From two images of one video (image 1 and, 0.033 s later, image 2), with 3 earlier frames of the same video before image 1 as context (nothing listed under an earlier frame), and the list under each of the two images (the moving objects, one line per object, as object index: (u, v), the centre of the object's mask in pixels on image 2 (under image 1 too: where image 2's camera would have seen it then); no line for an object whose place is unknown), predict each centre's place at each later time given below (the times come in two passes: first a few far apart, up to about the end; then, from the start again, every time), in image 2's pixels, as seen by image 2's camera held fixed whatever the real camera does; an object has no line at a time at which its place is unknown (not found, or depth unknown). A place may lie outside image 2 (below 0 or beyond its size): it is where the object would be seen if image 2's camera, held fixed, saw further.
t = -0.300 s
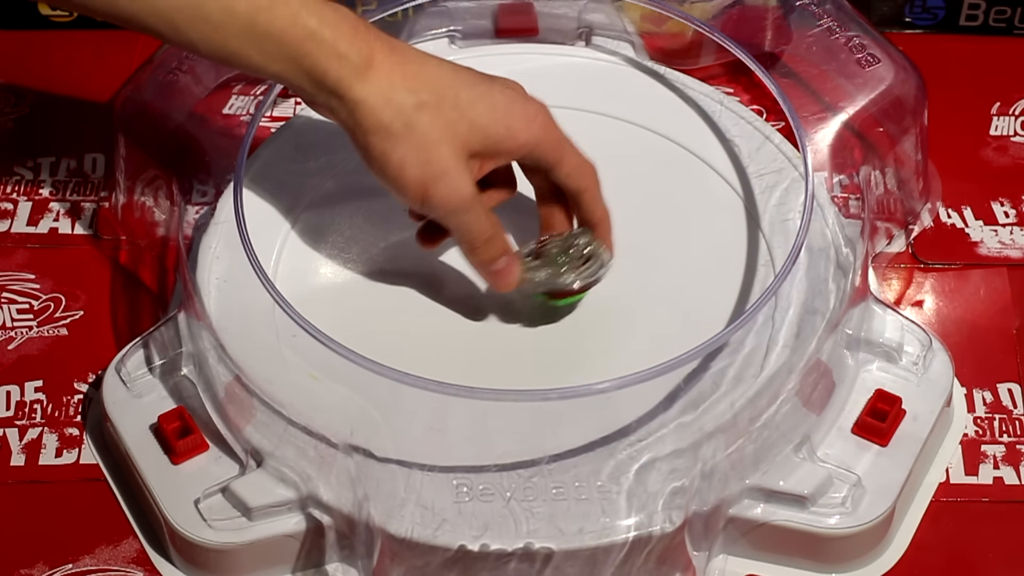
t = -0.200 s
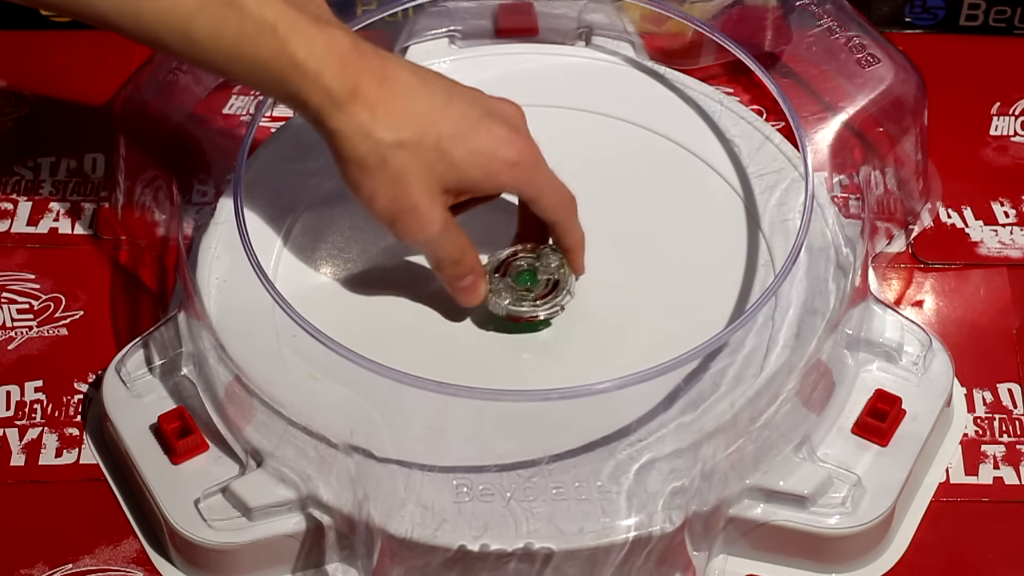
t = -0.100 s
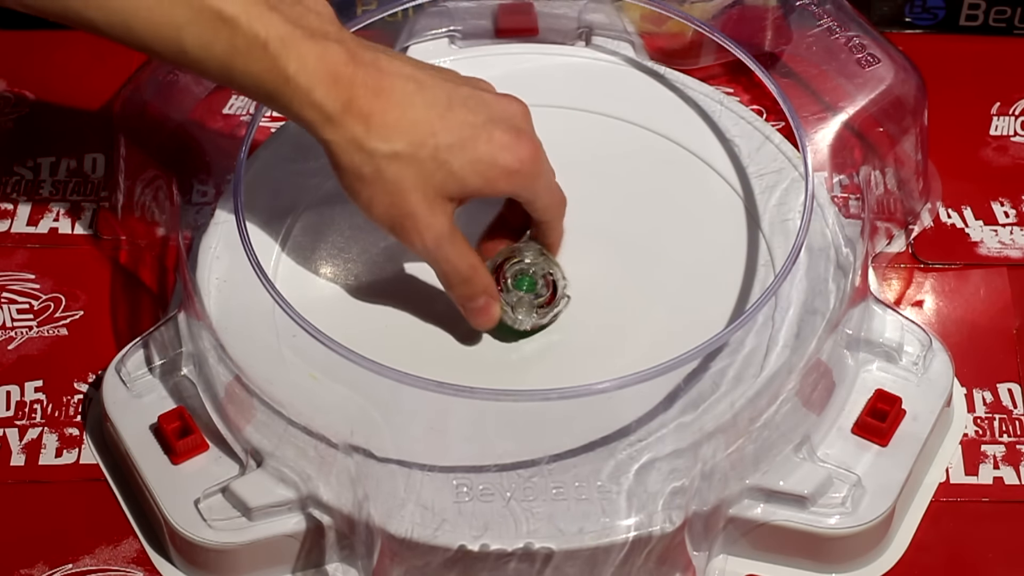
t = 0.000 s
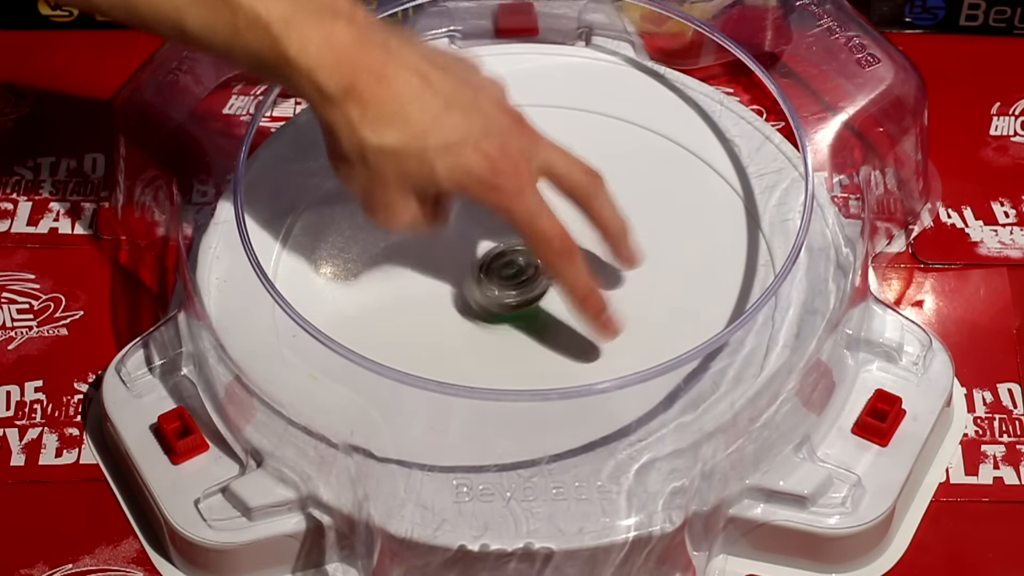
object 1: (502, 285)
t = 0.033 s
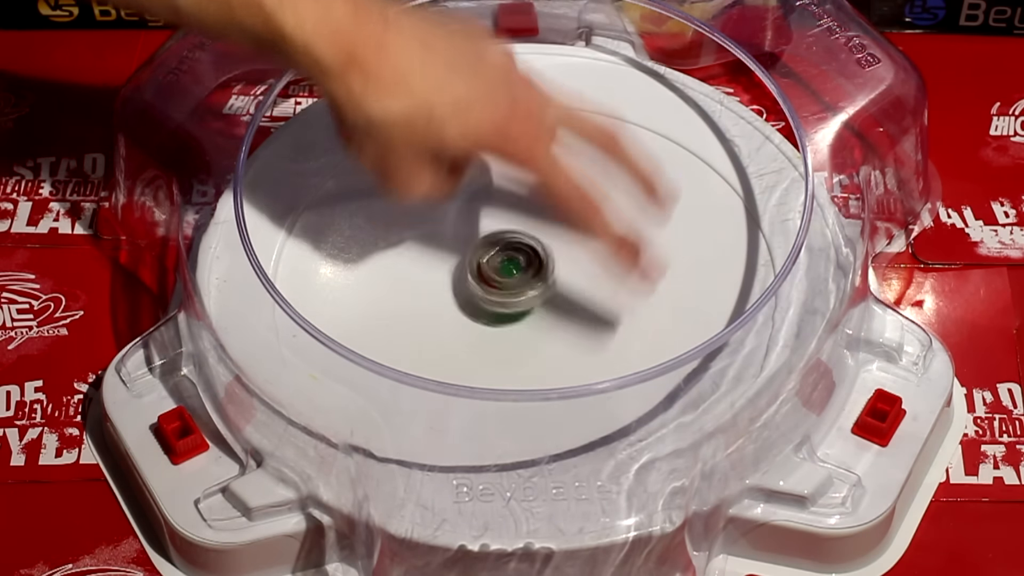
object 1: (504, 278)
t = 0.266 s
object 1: (512, 274)
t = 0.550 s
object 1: (507, 281)
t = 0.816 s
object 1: (512, 287)
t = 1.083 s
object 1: (512, 294)
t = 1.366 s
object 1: (518, 296)
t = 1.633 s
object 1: (527, 290)
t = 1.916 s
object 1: (533, 296)
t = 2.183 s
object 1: (535, 291)
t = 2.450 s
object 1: (535, 294)
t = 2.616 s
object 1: (527, 295)
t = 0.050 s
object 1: (503, 275)
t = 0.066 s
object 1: (502, 274)
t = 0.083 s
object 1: (500, 272)
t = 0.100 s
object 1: (501, 271)
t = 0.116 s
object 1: (503, 270)
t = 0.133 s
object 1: (504, 268)
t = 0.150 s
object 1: (506, 268)
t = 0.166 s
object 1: (508, 268)
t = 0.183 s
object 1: (510, 269)
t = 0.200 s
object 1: (510, 269)
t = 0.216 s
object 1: (511, 270)
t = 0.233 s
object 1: (513, 271)
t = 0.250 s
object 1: (512, 273)
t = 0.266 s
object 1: (512, 274)
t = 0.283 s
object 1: (511, 274)
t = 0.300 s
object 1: (511, 274)
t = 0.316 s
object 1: (511, 273)
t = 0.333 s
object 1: (512, 274)
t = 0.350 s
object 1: (512, 275)
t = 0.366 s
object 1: (511, 275)
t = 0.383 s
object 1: (513, 275)
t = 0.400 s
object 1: (512, 276)
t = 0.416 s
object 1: (510, 277)
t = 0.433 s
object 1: (511, 277)
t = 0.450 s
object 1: (511, 278)
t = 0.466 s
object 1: (510, 279)
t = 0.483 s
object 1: (509, 280)
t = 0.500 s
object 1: (510, 281)
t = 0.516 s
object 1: (509, 282)
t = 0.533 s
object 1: (506, 282)
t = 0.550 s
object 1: (507, 281)
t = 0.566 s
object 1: (507, 281)
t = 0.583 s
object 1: (506, 281)
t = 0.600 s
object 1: (505, 281)
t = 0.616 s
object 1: (507, 281)
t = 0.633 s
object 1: (506, 282)
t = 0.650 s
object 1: (506, 281)
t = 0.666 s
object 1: (507, 282)
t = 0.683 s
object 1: (510, 282)
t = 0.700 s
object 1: (510, 284)
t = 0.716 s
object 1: (511, 284)
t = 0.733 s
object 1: (511, 284)
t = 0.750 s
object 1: (511, 285)
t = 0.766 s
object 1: (512, 286)
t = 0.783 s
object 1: (513, 286)
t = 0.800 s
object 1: (513, 286)
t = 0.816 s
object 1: (512, 287)
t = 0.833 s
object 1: (513, 286)
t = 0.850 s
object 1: (514, 286)
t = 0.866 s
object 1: (513, 288)
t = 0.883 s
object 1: (513, 287)
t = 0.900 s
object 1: (515, 288)
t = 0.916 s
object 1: (515, 288)
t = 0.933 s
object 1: (514, 290)
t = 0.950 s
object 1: (514, 291)
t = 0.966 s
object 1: (515, 291)
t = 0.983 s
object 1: (513, 293)
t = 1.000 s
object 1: (512, 293)
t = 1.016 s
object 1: (513, 293)
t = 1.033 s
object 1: (513, 294)
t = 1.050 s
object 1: (511, 294)
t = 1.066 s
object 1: (512, 294)
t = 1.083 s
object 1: (512, 294)
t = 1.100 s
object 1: (512, 294)
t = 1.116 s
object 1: (512, 293)
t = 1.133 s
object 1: (513, 293)
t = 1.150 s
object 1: (515, 293)
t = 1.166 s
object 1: (516, 294)
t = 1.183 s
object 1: (516, 294)
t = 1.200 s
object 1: (517, 293)
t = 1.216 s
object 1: (518, 294)
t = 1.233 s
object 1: (518, 295)
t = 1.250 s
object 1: (519, 295)
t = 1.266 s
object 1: (520, 295)
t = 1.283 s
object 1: (520, 296)
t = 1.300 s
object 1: (520, 296)
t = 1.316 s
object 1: (521, 295)
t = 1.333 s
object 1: (520, 296)
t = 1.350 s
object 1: (518, 297)
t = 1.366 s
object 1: (518, 296)
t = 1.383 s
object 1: (519, 296)
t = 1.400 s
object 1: (518, 298)
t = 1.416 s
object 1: (517, 298)
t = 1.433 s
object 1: (517, 298)
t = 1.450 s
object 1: (517, 298)
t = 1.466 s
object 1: (516, 298)
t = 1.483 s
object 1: (515, 297)
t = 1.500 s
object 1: (517, 296)
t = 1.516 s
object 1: (517, 294)
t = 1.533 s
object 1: (517, 293)
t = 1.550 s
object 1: (519, 293)
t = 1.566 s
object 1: (522, 292)
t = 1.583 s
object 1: (523, 291)
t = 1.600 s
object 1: (523, 290)
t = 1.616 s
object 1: (524, 290)
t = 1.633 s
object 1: (527, 290)
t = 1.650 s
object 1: (529, 291)
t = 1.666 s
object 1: (529, 291)
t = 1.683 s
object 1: (529, 291)
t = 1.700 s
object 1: (530, 291)
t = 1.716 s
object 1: (531, 292)
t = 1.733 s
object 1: (532, 292)
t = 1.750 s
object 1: (532, 291)
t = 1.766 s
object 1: (533, 291)
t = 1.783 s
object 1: (534, 291)
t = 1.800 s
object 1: (535, 291)
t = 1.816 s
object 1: (536, 291)
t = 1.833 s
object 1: (536, 293)
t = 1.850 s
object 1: (535, 294)
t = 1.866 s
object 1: (533, 294)
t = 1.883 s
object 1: (533, 294)
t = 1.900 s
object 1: (533, 294)
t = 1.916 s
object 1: (533, 296)
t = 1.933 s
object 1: (531, 297)
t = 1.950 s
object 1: (530, 296)
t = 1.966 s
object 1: (531, 295)
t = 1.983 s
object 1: (531, 296)
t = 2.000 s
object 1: (529, 297)
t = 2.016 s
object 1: (528, 297)
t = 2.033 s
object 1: (528, 297)
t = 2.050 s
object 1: (528, 295)
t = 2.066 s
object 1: (529, 293)
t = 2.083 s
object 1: (529, 292)
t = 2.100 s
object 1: (530, 292)
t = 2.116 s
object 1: (531, 291)
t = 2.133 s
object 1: (532, 291)
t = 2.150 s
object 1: (532, 290)
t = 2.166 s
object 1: (534, 291)
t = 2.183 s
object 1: (535, 291)
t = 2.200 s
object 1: (535, 291)
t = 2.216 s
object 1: (535, 291)
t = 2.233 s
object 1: (535, 292)
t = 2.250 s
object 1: (535, 292)
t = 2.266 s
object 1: (535, 292)
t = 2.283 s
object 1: (535, 292)
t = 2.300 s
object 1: (535, 291)
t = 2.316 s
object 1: (535, 291)
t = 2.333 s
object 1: (534, 290)
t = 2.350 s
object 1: (534, 290)
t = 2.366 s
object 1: (534, 290)
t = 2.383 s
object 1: (535, 290)
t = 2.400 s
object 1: (535, 291)
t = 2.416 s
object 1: (535, 293)
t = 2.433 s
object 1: (535, 293)
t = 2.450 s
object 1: (535, 294)
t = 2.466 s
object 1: (535, 294)
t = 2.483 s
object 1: (536, 294)
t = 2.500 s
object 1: (535, 294)
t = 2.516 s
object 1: (535, 294)
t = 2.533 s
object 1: (533, 294)
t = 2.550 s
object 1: (532, 294)
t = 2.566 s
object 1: (530, 294)
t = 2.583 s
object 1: (528, 294)
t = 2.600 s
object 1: (527, 295)
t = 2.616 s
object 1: (527, 295)
